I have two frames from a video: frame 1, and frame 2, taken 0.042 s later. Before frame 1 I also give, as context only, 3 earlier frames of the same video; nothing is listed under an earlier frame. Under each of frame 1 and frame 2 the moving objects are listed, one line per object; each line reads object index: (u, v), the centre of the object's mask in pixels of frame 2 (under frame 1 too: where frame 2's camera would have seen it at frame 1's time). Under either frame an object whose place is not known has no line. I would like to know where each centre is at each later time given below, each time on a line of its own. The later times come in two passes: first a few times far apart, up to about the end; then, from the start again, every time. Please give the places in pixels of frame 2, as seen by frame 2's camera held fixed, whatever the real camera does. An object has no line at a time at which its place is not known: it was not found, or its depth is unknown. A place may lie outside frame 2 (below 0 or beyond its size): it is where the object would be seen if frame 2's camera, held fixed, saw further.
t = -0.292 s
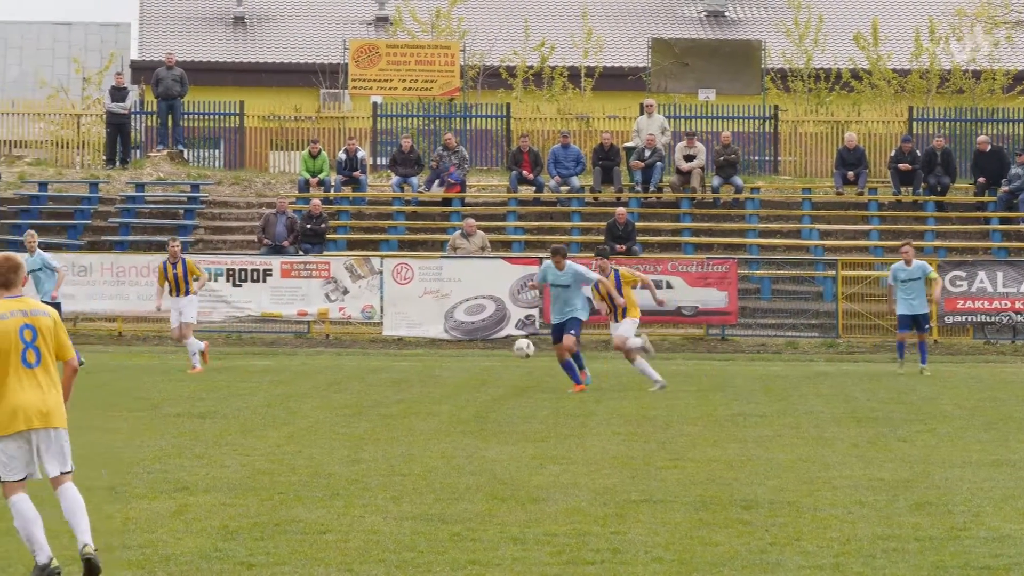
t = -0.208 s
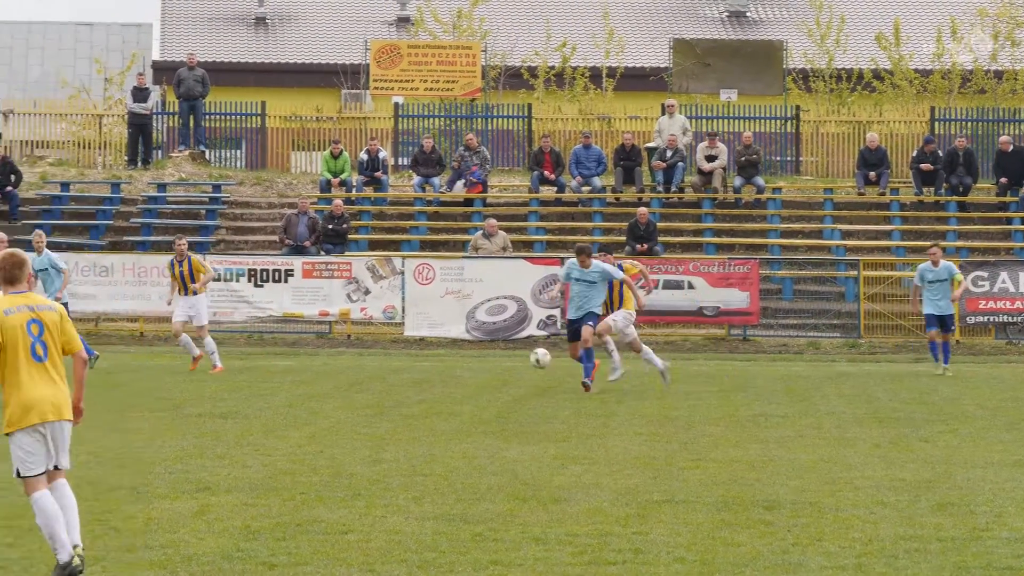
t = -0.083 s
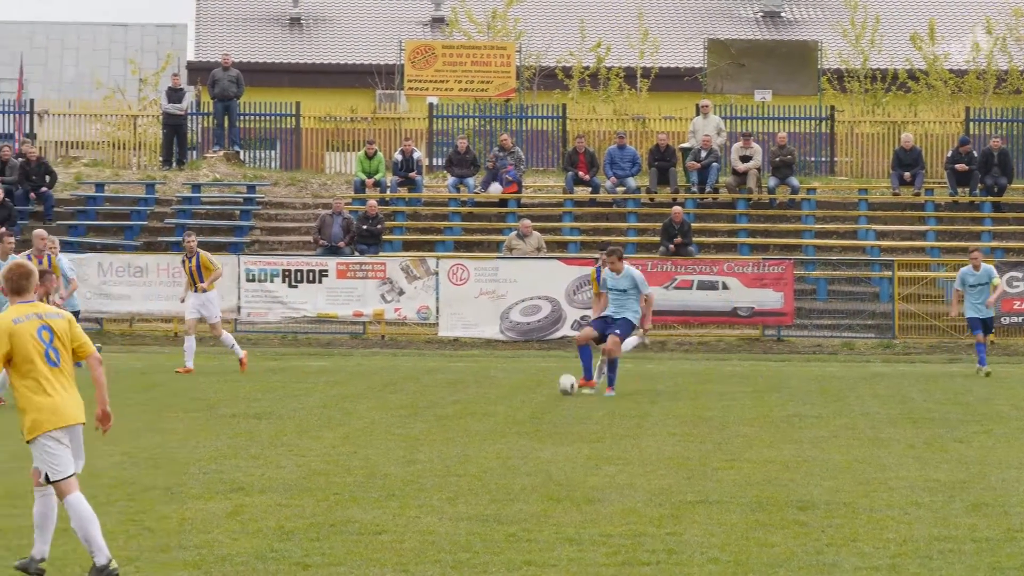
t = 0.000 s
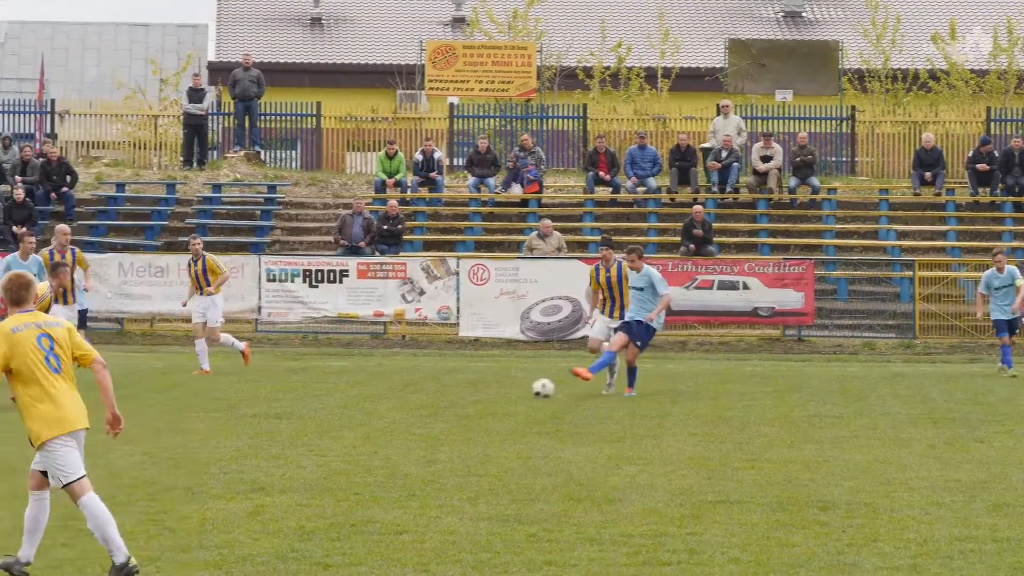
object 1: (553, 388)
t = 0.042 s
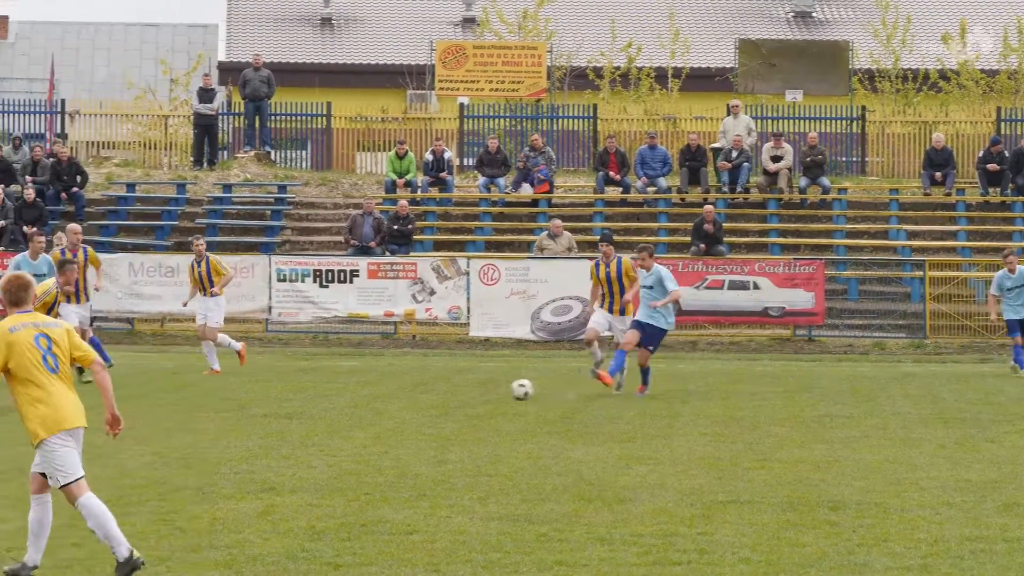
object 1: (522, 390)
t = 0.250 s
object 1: (364, 401)
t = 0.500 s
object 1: (179, 415)
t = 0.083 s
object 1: (490, 392)
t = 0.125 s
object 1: (458, 394)
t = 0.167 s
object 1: (426, 397)
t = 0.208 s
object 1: (396, 398)
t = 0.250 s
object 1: (364, 401)
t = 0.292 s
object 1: (333, 405)
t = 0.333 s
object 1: (301, 411)
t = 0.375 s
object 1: (269, 413)
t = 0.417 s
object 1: (239, 414)
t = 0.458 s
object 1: (208, 416)
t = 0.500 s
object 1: (179, 415)
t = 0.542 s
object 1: (147, 416)
